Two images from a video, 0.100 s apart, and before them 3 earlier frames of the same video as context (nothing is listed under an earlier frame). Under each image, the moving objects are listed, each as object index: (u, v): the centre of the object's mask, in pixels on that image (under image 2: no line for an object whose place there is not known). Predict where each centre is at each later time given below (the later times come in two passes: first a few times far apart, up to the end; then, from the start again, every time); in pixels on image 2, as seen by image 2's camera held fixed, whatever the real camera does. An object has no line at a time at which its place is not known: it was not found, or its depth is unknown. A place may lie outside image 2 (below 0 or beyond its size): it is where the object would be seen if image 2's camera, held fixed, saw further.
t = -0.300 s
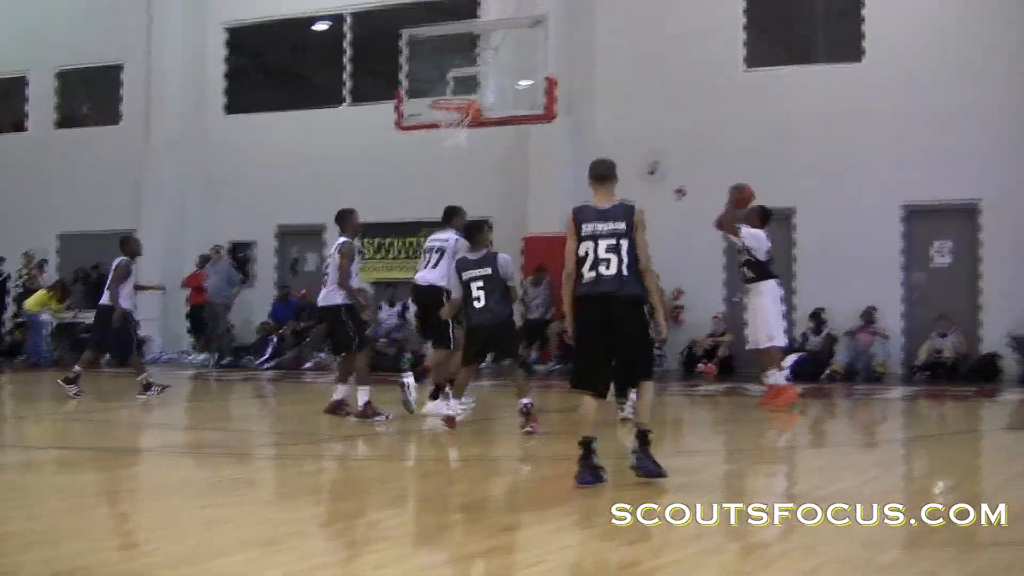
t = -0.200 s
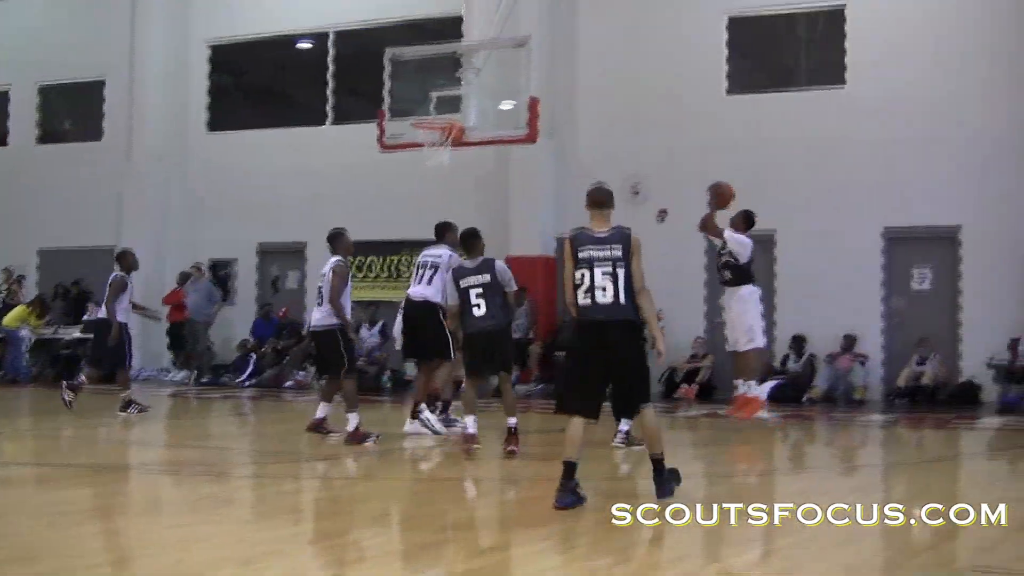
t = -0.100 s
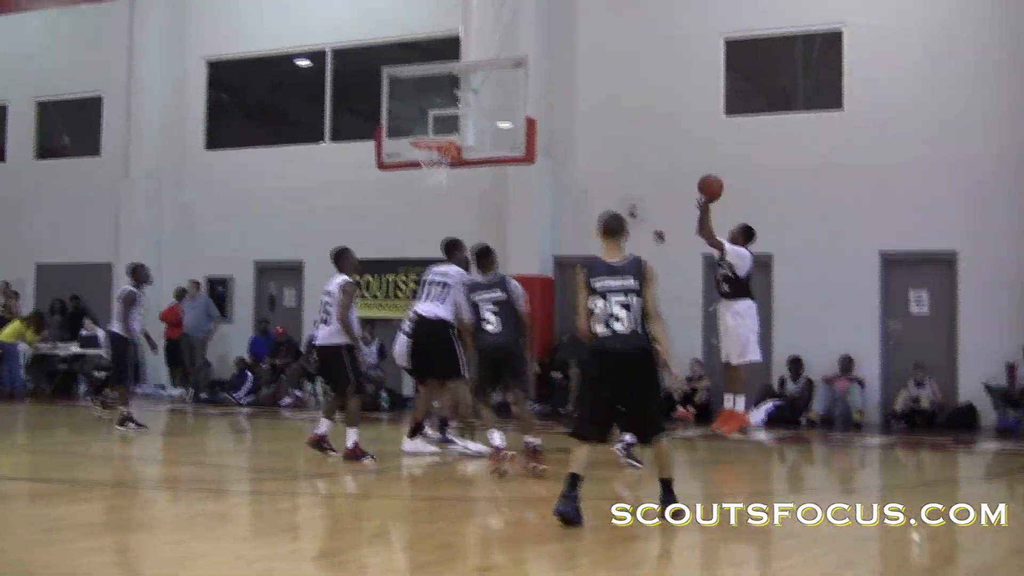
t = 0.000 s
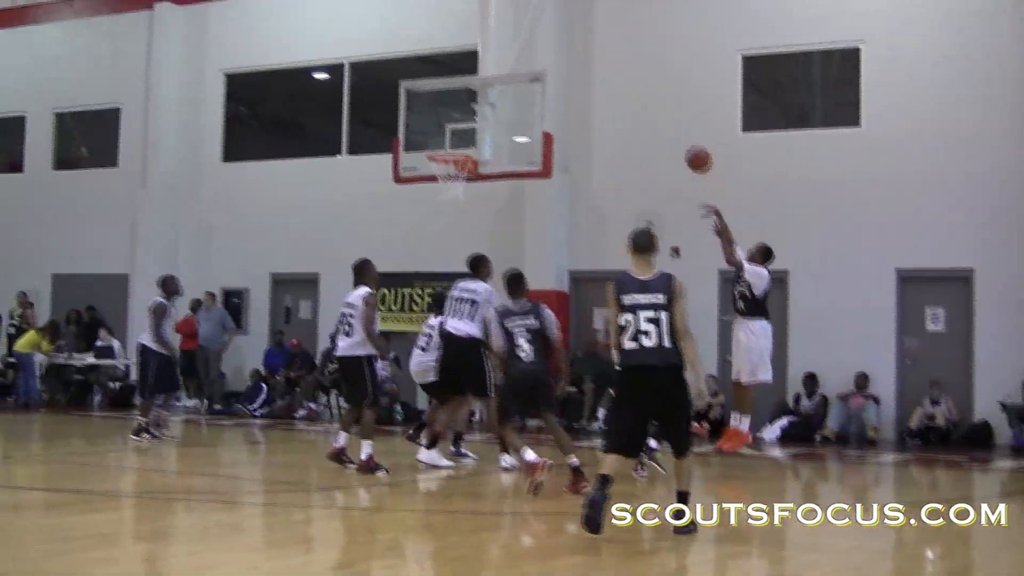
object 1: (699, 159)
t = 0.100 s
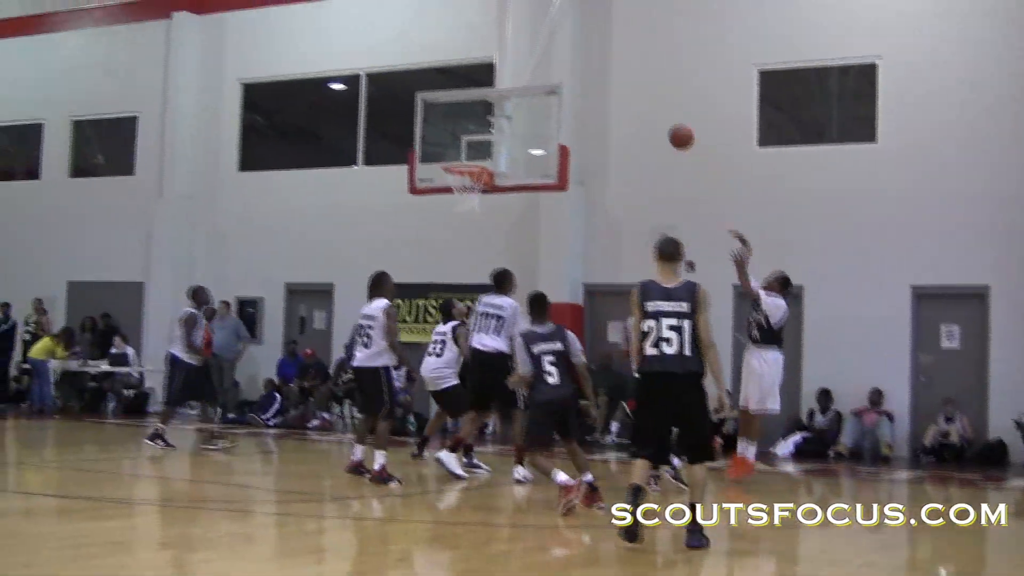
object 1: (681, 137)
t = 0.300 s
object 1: (622, 96)
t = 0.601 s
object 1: (530, 108)
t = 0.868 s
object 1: (461, 177)
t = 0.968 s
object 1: (477, 209)
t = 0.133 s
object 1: (672, 127)
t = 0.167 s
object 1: (662, 119)
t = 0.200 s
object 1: (651, 111)
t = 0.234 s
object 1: (641, 105)
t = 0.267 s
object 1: (631, 101)
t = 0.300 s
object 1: (622, 96)
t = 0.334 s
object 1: (612, 93)
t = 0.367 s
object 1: (601, 92)
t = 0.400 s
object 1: (591, 91)
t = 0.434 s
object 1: (581, 91)
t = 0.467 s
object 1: (571, 91)
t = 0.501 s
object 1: (559, 94)
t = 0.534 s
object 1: (548, 97)
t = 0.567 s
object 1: (539, 102)
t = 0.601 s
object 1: (530, 108)
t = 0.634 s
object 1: (520, 113)
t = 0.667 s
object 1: (510, 120)
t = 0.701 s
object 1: (501, 128)
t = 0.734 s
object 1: (491, 137)
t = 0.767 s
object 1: (480, 147)
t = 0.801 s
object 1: (470, 158)
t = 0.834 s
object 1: (460, 170)
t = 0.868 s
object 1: (461, 177)
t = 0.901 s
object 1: (466, 189)
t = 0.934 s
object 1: (472, 199)
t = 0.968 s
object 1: (477, 209)
